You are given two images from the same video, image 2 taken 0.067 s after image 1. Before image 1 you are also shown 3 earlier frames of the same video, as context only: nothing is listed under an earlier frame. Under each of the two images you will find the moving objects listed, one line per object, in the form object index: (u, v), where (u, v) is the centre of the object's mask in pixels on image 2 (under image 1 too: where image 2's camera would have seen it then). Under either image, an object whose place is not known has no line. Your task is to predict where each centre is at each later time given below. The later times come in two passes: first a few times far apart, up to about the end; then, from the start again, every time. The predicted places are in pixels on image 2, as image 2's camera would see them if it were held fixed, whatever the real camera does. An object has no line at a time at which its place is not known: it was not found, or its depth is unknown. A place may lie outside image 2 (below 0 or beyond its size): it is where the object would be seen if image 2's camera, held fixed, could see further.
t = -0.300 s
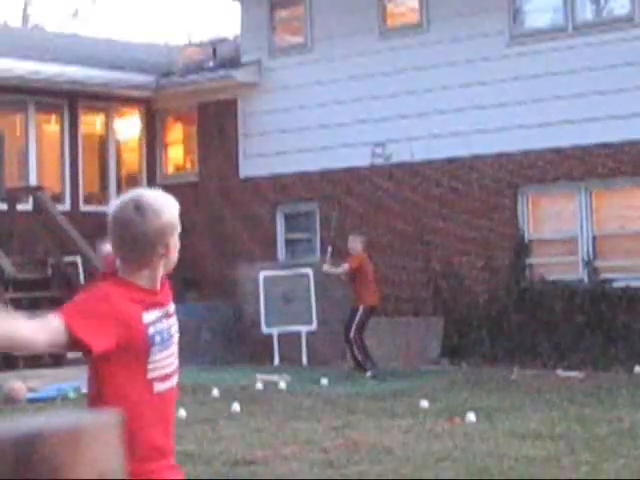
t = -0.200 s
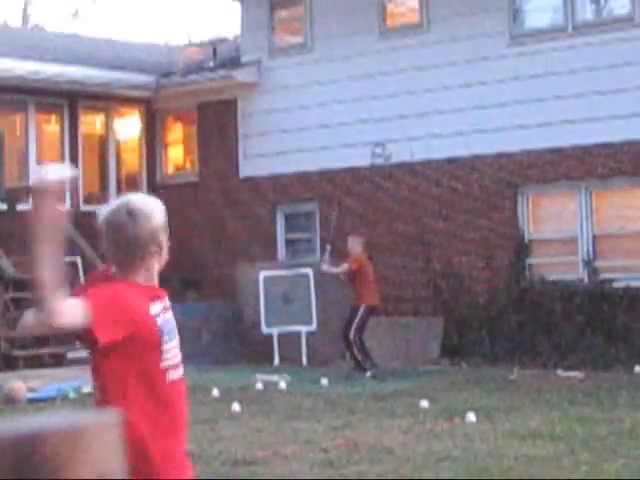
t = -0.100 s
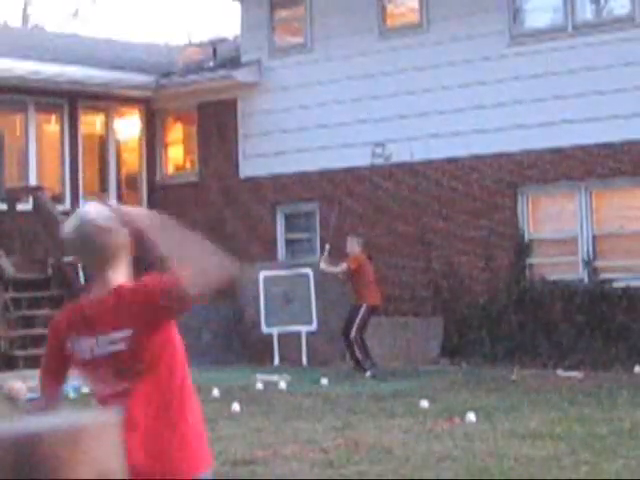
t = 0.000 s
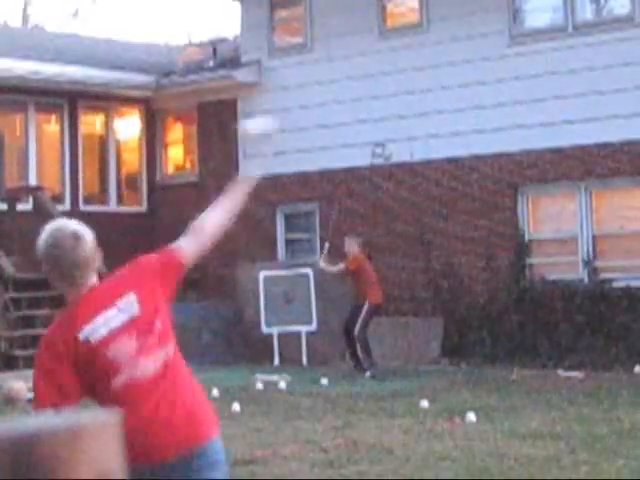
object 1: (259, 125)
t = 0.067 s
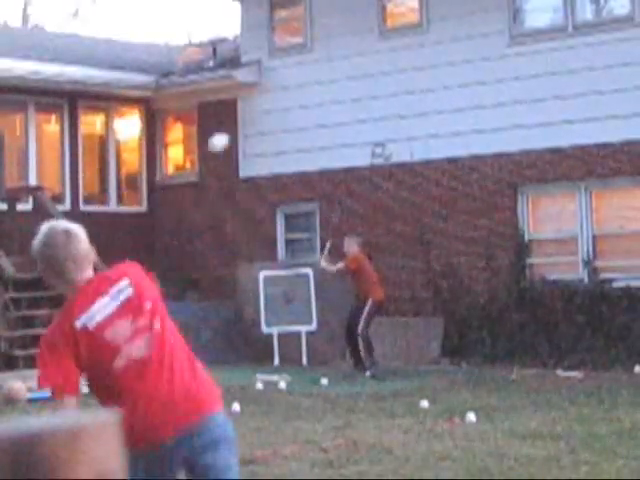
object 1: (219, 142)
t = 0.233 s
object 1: (203, 180)
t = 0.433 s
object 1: (224, 230)
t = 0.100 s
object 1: (211, 149)
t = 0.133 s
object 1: (206, 157)
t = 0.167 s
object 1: (203, 165)
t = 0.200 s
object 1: (202, 173)
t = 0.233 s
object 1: (203, 180)
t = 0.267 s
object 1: (205, 189)
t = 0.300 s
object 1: (207, 197)
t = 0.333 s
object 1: (211, 205)
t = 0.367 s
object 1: (215, 213)
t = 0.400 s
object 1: (219, 222)
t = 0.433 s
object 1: (224, 230)
